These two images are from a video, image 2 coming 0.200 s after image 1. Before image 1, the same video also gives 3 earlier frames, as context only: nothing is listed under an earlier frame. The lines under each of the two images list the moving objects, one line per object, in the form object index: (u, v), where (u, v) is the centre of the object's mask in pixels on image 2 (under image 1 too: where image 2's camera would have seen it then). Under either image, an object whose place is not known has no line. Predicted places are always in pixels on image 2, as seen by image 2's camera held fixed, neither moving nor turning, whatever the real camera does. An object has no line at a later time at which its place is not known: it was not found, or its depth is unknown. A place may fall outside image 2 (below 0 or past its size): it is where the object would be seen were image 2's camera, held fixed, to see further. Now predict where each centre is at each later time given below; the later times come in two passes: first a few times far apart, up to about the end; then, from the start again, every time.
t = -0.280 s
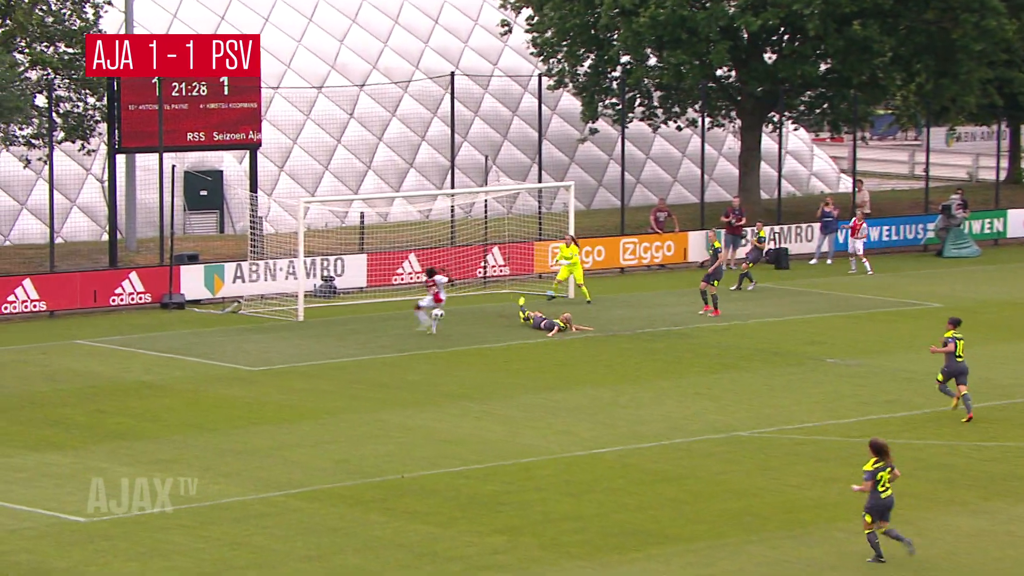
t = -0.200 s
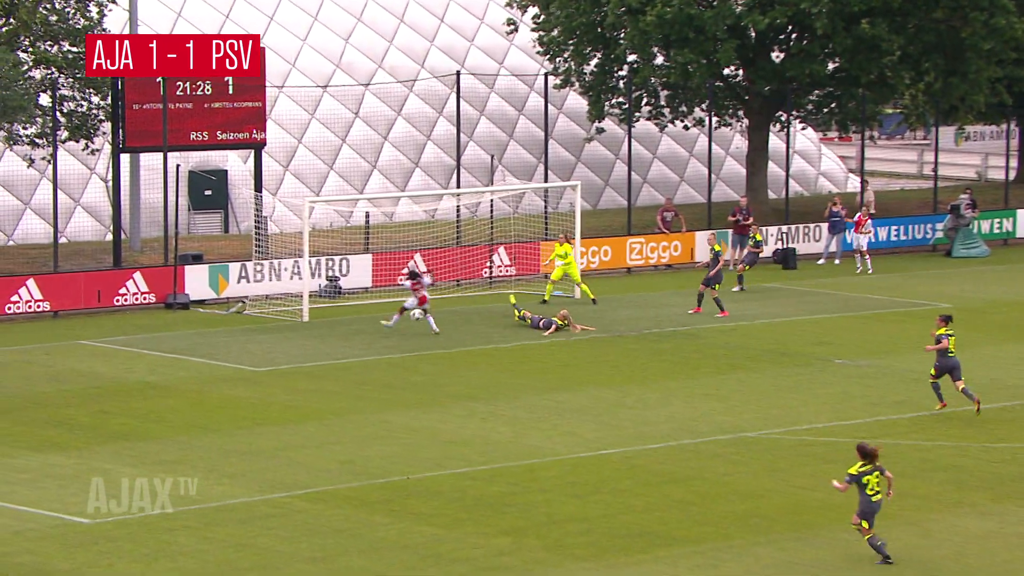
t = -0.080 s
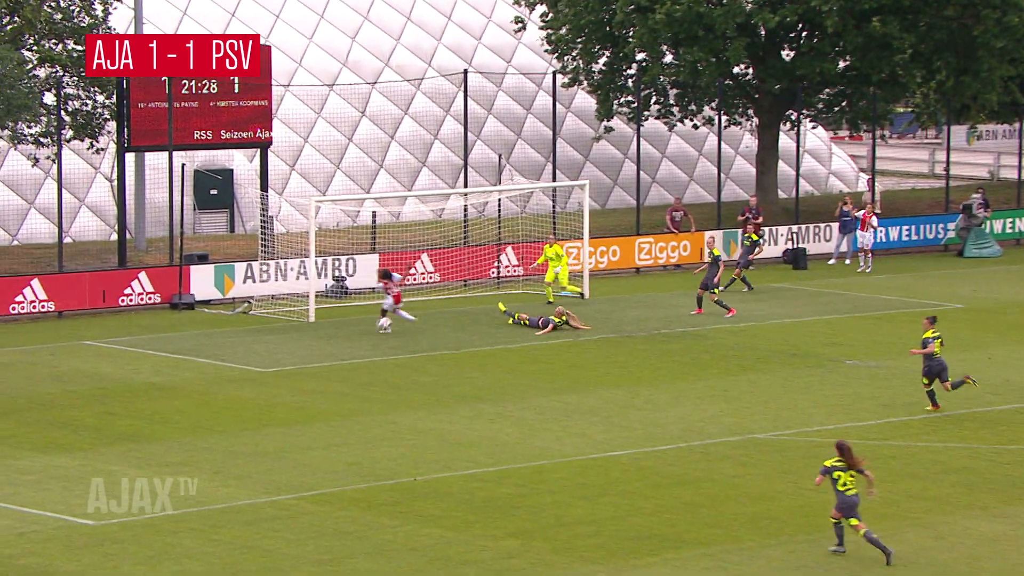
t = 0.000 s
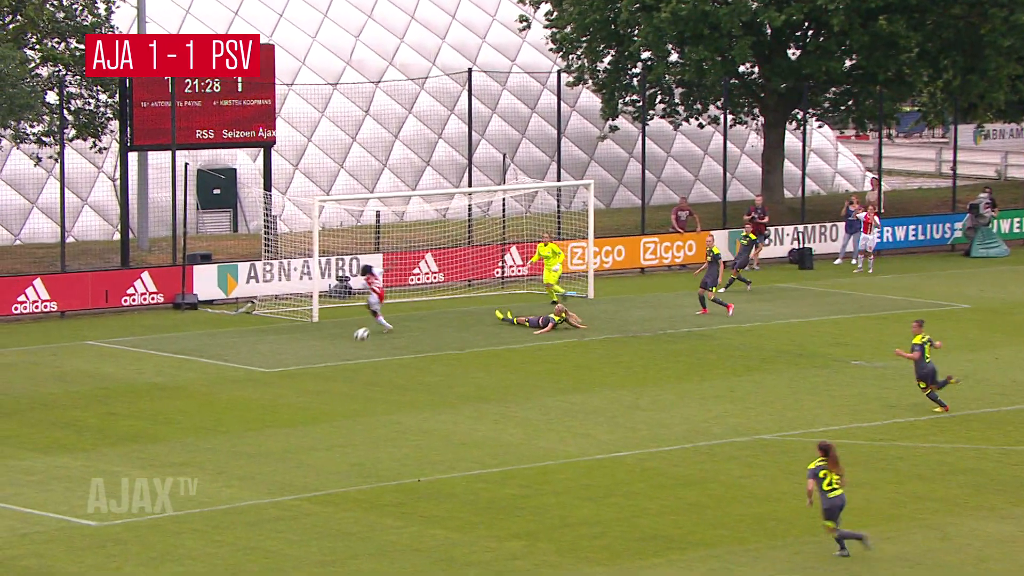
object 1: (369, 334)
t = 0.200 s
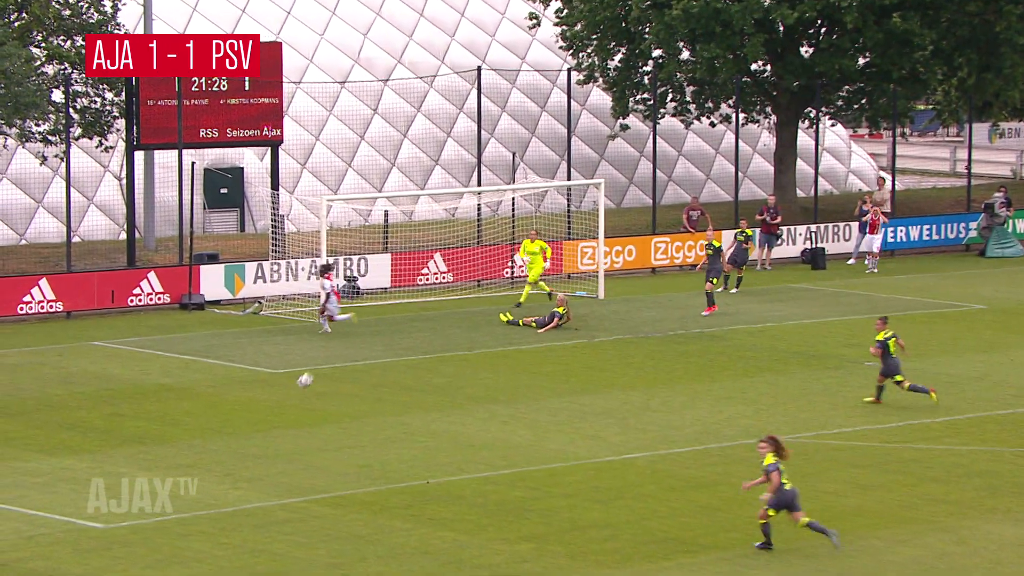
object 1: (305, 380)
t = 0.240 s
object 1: (292, 393)
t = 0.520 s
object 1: (221, 387)
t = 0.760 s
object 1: (160, 418)
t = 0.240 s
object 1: (292, 393)
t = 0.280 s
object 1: (281, 396)
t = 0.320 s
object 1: (271, 392)
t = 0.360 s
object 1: (261, 389)
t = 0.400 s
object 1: (251, 387)
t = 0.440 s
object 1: (241, 386)
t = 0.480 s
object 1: (231, 386)
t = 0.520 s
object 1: (221, 387)
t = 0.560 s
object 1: (211, 389)
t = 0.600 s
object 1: (201, 393)
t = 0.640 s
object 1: (191, 397)
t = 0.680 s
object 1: (181, 403)
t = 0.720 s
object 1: (170, 410)
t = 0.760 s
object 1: (160, 418)
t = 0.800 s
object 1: (149, 427)
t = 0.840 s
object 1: (140, 435)
